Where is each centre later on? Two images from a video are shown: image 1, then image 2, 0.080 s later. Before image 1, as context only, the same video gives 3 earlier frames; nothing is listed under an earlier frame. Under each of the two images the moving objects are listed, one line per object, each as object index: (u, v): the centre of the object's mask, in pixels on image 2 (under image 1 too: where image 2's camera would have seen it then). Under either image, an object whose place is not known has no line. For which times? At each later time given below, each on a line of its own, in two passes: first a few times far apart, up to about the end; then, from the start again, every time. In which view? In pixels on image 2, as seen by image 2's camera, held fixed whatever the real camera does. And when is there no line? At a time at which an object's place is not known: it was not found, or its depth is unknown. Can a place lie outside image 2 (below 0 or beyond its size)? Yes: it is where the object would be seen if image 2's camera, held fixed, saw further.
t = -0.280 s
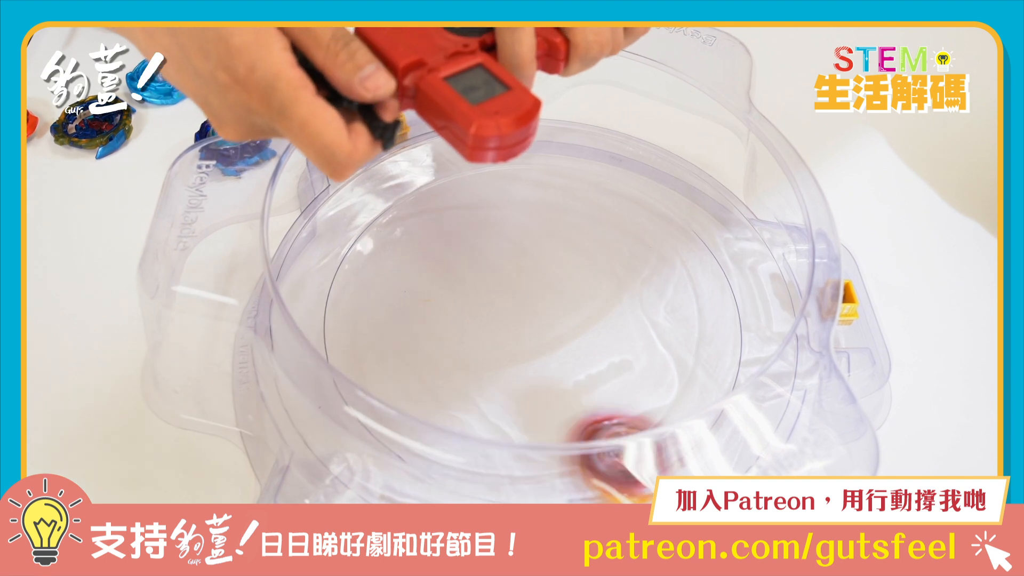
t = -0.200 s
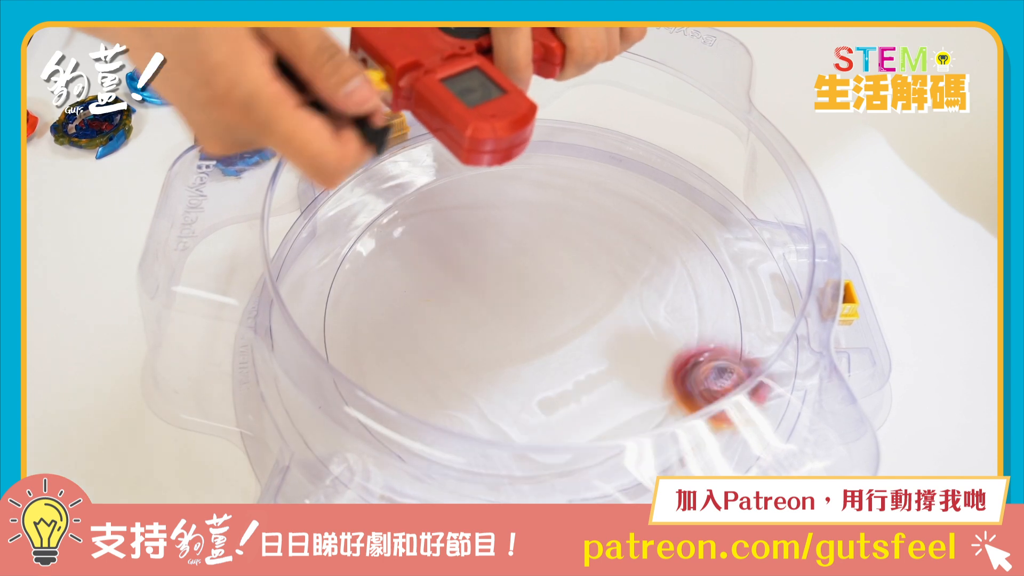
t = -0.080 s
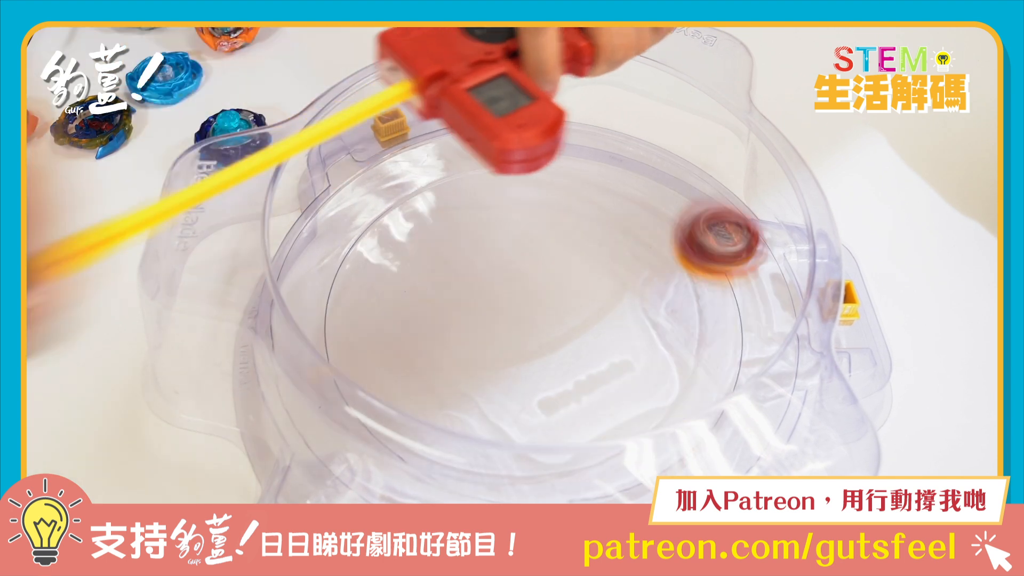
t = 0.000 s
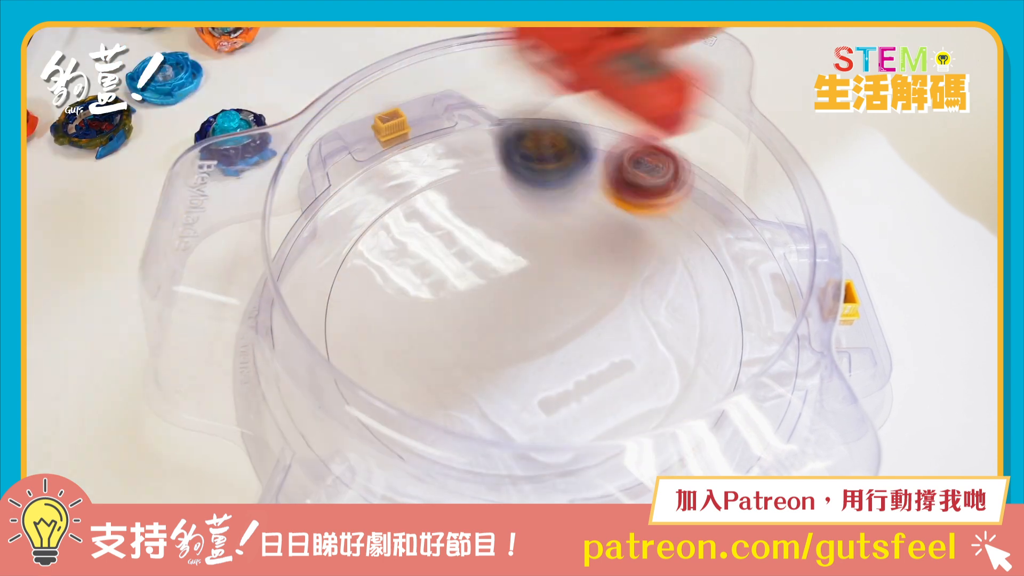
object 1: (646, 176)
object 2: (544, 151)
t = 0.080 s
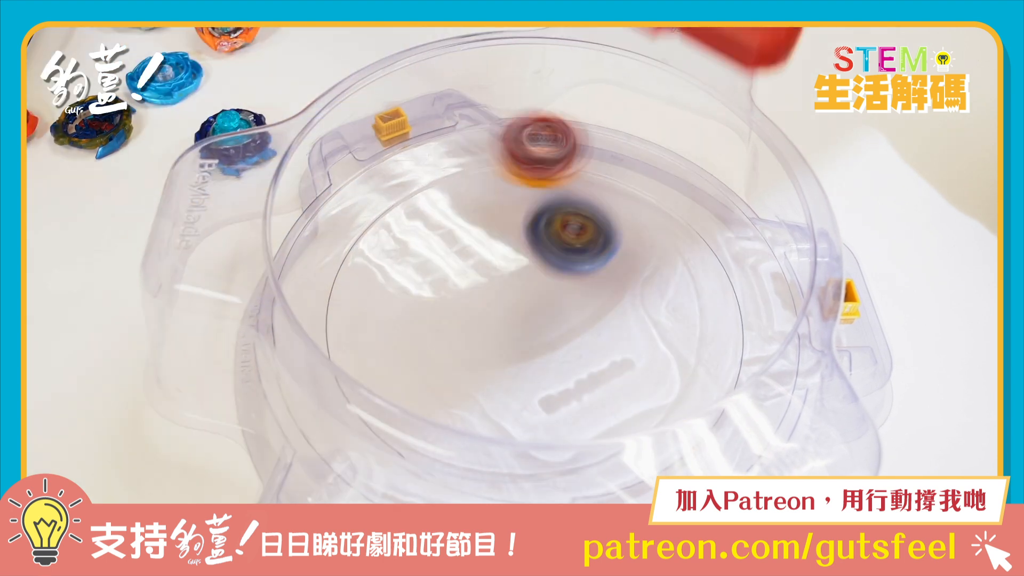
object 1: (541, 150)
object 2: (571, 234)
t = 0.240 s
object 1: (358, 232)
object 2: (613, 261)
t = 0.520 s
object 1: (575, 457)
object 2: (554, 320)
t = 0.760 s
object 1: (719, 247)
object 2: (556, 284)
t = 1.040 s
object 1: (424, 175)
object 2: (497, 261)
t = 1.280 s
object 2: (553, 357)
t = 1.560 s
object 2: (671, 257)
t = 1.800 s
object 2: (481, 186)
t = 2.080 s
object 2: (396, 384)
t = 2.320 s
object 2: (677, 408)
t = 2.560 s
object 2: (648, 171)
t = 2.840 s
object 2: (335, 314)
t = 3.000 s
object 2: (548, 462)
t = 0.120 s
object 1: (487, 154)
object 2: (585, 214)
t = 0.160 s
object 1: (435, 171)
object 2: (597, 210)
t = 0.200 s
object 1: (388, 200)
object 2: (608, 226)
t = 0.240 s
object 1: (358, 232)
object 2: (613, 261)
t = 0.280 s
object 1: (342, 273)
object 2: (614, 298)
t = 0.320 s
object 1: (344, 314)
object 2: (610, 282)
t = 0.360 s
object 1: (361, 363)
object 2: (600, 283)
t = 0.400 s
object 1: (396, 406)
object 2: (587, 301)
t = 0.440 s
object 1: (446, 437)
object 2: (575, 316)
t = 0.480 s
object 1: (509, 455)
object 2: (564, 314)
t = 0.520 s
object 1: (575, 457)
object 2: (554, 320)
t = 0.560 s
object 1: (623, 450)
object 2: (547, 318)
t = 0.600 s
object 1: (686, 405)
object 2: (543, 316)
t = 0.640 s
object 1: (717, 375)
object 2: (542, 310)
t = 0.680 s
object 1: (735, 334)
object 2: (545, 305)
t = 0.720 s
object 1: (737, 289)
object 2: (550, 296)
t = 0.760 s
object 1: (719, 247)
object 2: (556, 284)
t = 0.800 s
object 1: (694, 213)
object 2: (558, 272)
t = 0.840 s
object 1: (657, 185)
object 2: (556, 262)
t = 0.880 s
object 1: (612, 165)
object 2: (548, 253)
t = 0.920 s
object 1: (565, 153)
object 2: (538, 249)
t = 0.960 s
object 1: (519, 151)
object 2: (525, 247)
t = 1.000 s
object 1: (472, 158)
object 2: (510, 250)
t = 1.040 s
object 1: (424, 175)
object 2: (497, 261)
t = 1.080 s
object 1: (381, 203)
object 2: (489, 276)
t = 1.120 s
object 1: (350, 239)
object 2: (487, 295)
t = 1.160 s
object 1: (334, 283)
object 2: (493, 314)
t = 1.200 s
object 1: (336, 329)
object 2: (505, 331)
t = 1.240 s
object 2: (526, 347)
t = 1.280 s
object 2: (553, 357)
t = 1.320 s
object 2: (583, 361)
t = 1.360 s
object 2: (612, 357)
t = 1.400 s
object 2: (639, 346)
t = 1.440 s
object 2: (660, 329)
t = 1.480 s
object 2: (673, 307)
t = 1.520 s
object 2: (677, 282)
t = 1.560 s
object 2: (671, 257)
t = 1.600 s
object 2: (656, 233)
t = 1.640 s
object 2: (633, 210)
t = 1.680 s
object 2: (601, 194)
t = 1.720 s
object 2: (563, 184)
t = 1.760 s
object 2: (522, 180)
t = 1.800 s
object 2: (481, 186)
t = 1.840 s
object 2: (445, 198)
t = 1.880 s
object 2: (414, 216)
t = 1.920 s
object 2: (390, 243)
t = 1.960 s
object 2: (375, 275)
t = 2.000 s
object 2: (369, 313)
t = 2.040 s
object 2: (379, 349)
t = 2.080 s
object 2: (396, 384)
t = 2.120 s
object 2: (425, 420)
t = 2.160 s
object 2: (468, 446)
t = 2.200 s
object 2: (522, 461)
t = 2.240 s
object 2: (580, 464)
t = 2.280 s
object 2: (630, 451)
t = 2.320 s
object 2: (677, 408)
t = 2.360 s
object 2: (707, 377)
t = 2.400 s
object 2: (733, 339)
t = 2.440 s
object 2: (735, 291)
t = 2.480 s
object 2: (719, 242)
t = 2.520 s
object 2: (692, 202)
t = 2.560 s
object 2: (648, 171)
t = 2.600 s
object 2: (597, 149)
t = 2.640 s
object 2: (538, 140)
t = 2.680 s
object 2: (477, 145)
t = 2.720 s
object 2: (420, 168)
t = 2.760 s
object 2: (369, 205)
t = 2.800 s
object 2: (337, 255)
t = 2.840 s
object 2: (335, 314)
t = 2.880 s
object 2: (358, 372)
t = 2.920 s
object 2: (408, 421)
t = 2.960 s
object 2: (475, 454)
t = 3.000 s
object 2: (548, 462)
